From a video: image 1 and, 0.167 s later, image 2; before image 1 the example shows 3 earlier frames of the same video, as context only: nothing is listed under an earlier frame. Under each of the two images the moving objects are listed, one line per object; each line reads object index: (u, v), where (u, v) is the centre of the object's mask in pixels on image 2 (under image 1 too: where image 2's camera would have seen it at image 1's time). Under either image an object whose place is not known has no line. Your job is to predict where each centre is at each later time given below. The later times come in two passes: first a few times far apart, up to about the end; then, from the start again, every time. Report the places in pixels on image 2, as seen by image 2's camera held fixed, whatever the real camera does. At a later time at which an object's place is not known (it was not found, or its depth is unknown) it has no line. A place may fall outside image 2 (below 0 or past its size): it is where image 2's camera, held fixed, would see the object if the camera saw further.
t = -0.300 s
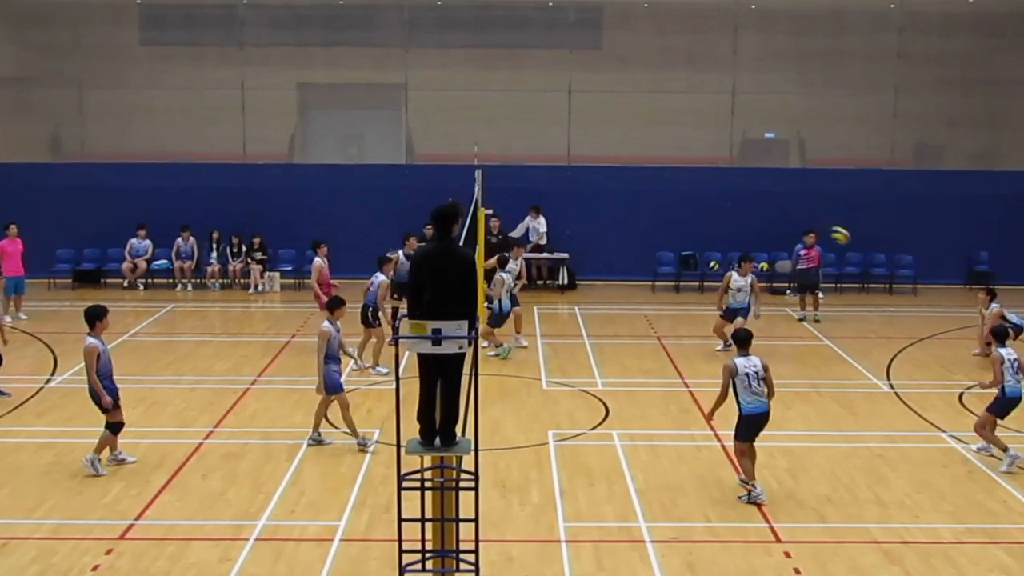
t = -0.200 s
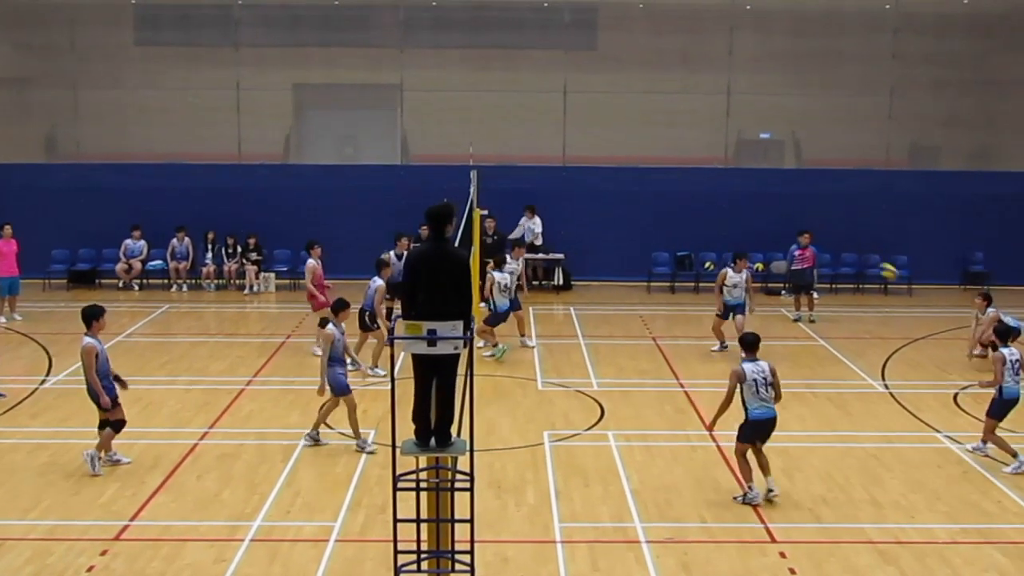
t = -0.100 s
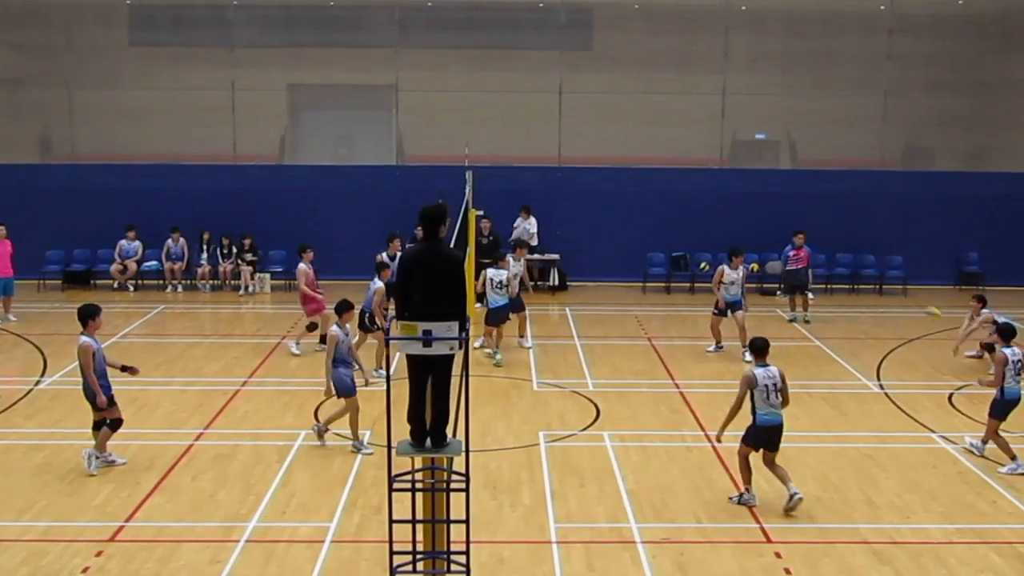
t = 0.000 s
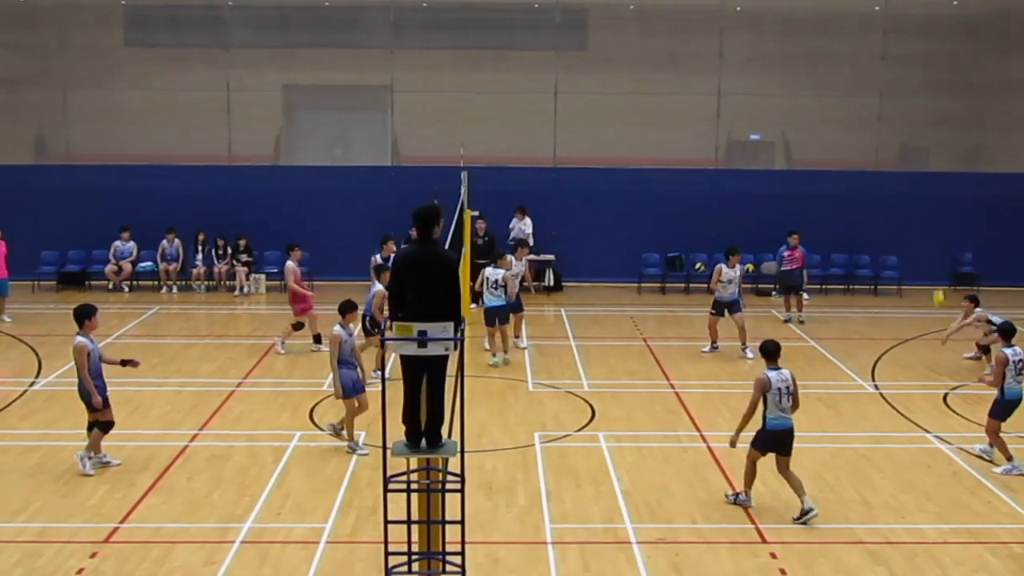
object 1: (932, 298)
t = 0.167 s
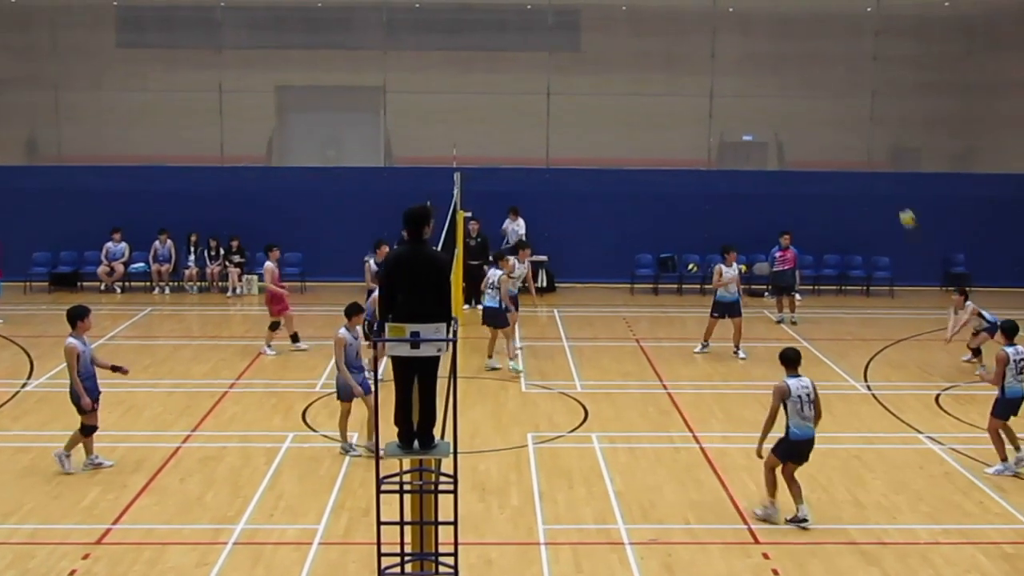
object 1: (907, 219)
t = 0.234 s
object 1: (896, 190)
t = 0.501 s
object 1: (850, 106)
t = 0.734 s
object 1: (808, 73)
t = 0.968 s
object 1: (763, 79)
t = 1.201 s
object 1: (715, 126)
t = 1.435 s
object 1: (665, 217)
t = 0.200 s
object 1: (901, 204)
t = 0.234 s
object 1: (896, 190)
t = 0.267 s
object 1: (890, 177)
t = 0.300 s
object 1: (885, 165)
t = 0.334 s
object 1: (880, 154)
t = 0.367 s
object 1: (874, 143)
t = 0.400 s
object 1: (868, 132)
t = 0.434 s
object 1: (863, 122)
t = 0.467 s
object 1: (857, 114)
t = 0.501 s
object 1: (850, 106)
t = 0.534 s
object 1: (844, 99)
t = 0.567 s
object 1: (839, 93)
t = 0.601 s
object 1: (833, 87)
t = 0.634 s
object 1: (827, 82)
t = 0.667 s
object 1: (821, 79)
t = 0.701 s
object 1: (815, 75)
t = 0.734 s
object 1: (808, 73)
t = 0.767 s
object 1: (802, 71)
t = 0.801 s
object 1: (796, 70)
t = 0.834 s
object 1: (790, 70)
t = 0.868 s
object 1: (784, 72)
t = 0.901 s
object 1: (777, 73)
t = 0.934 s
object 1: (770, 76)
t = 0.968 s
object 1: (763, 79)
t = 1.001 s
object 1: (756, 83)
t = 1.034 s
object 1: (749, 88)
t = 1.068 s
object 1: (742, 95)
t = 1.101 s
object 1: (736, 101)
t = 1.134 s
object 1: (729, 108)
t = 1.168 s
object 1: (722, 117)
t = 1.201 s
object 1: (715, 126)
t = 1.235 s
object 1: (708, 137)
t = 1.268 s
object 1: (700, 148)
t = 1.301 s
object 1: (694, 161)
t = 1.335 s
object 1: (686, 174)
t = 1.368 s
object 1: (679, 188)
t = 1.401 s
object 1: (672, 202)
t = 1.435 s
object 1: (665, 217)
